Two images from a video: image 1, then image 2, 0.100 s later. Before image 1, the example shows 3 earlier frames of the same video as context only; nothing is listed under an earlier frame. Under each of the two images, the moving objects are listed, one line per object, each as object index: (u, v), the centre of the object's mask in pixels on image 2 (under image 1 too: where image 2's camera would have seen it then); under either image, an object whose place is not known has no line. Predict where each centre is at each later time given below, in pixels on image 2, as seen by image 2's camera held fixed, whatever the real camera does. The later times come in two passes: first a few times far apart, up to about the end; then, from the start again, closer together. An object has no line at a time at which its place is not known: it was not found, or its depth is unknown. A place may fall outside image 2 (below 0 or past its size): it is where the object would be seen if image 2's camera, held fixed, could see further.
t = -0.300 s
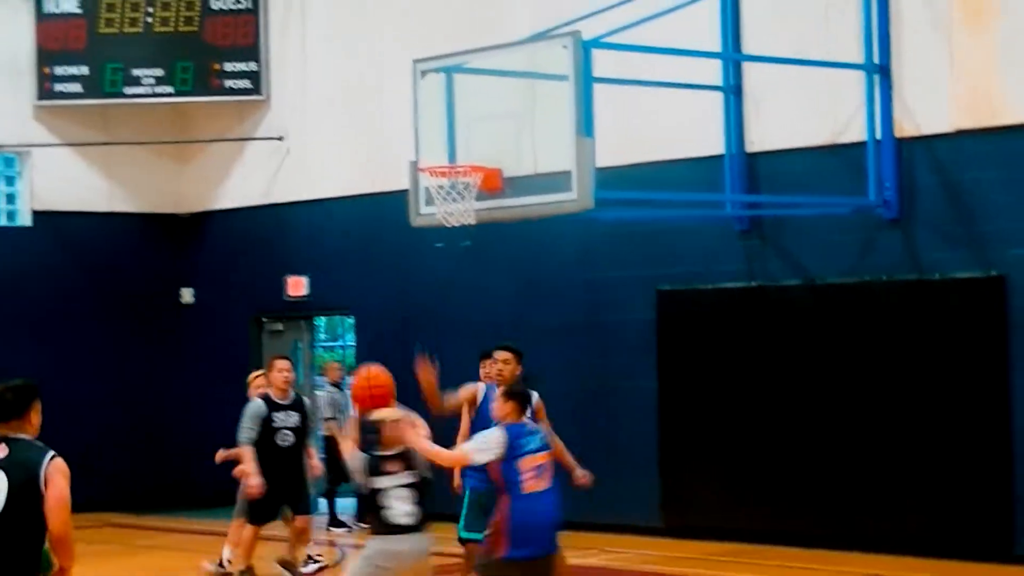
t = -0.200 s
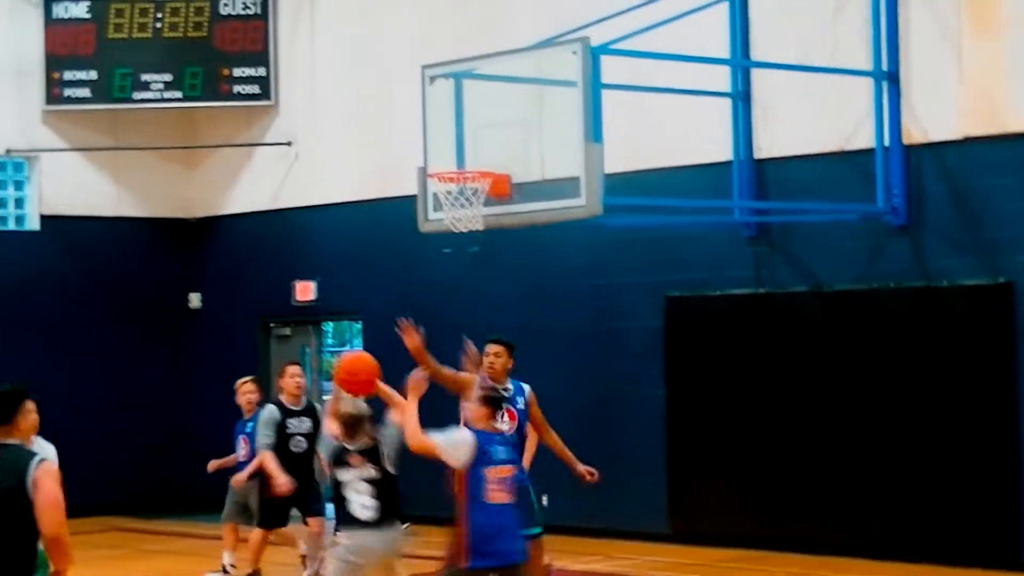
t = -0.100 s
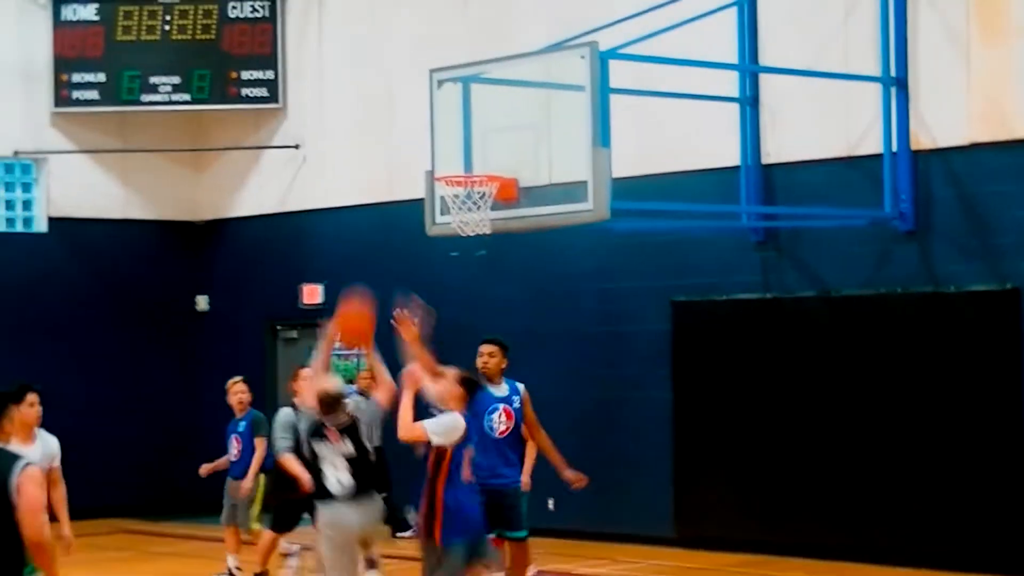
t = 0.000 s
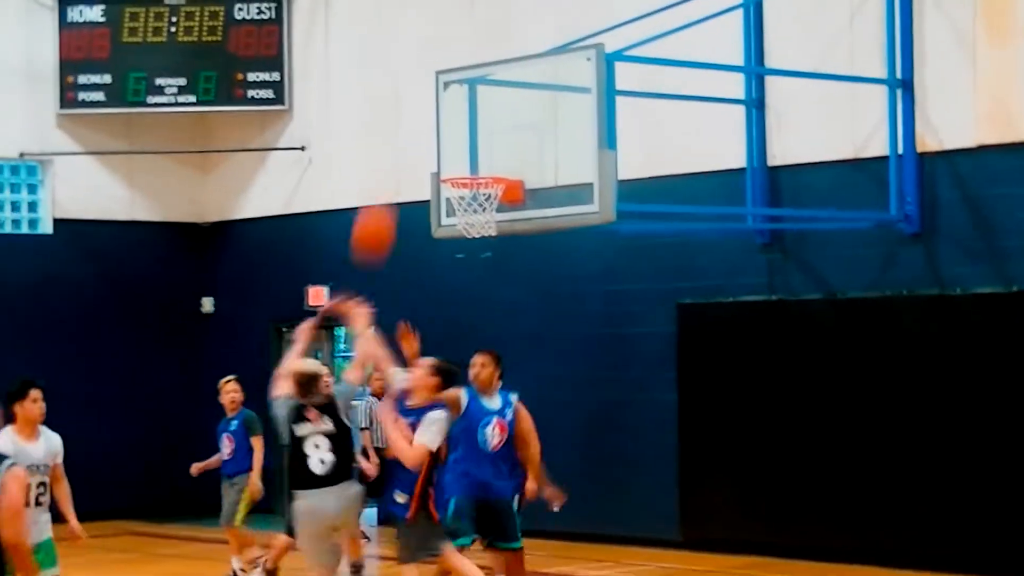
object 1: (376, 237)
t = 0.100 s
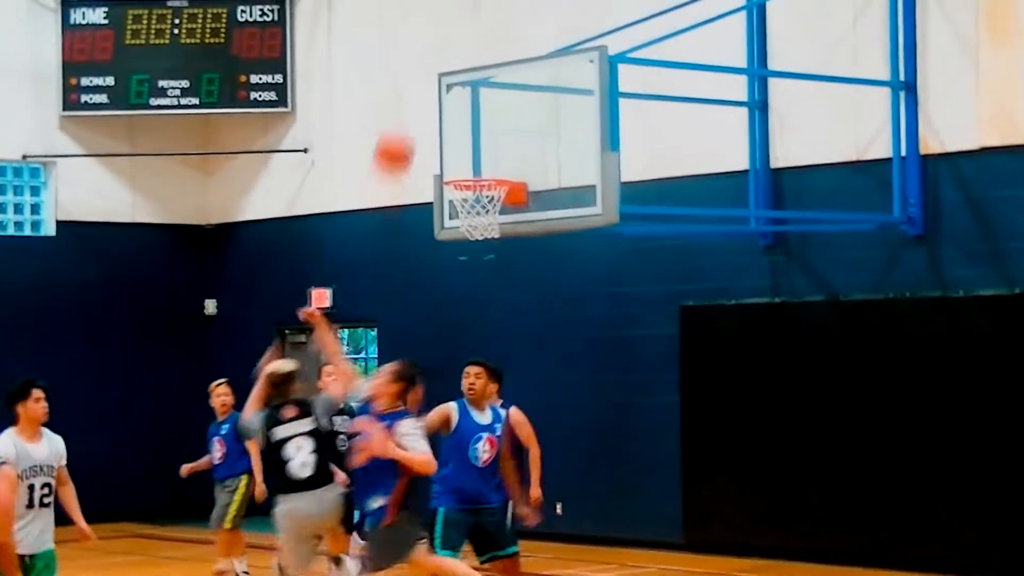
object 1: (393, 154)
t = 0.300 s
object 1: (423, 62)
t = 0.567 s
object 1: (458, 49)
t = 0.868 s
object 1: (492, 152)
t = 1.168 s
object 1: (582, 114)
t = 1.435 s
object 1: (676, 158)
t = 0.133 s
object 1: (399, 133)
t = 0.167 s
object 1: (403, 114)
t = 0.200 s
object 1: (408, 99)
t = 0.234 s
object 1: (413, 84)
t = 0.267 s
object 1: (418, 72)
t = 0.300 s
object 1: (423, 62)
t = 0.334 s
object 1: (427, 55)
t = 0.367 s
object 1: (432, 49)
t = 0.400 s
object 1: (437, 44)
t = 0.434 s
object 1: (441, 42)
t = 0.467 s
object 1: (445, 41)
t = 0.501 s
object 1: (450, 42)
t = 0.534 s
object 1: (454, 45)
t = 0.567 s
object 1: (458, 49)
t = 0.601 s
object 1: (462, 55)
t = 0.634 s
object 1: (466, 61)
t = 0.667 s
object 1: (470, 70)
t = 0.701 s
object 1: (474, 81)
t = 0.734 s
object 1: (477, 93)
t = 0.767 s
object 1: (481, 106)
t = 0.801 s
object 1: (485, 121)
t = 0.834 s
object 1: (489, 136)
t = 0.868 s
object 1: (492, 152)
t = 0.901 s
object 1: (496, 164)
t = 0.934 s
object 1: (507, 156)
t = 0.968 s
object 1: (518, 146)
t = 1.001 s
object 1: (529, 137)
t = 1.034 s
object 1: (539, 129)
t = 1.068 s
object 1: (549, 124)
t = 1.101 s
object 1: (559, 118)
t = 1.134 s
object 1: (571, 116)
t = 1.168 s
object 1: (582, 114)
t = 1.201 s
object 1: (595, 113)
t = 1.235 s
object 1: (605, 115)
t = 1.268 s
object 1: (615, 117)
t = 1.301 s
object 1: (627, 122)
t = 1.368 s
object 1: (651, 137)
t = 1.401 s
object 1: (663, 147)
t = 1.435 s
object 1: (676, 158)
